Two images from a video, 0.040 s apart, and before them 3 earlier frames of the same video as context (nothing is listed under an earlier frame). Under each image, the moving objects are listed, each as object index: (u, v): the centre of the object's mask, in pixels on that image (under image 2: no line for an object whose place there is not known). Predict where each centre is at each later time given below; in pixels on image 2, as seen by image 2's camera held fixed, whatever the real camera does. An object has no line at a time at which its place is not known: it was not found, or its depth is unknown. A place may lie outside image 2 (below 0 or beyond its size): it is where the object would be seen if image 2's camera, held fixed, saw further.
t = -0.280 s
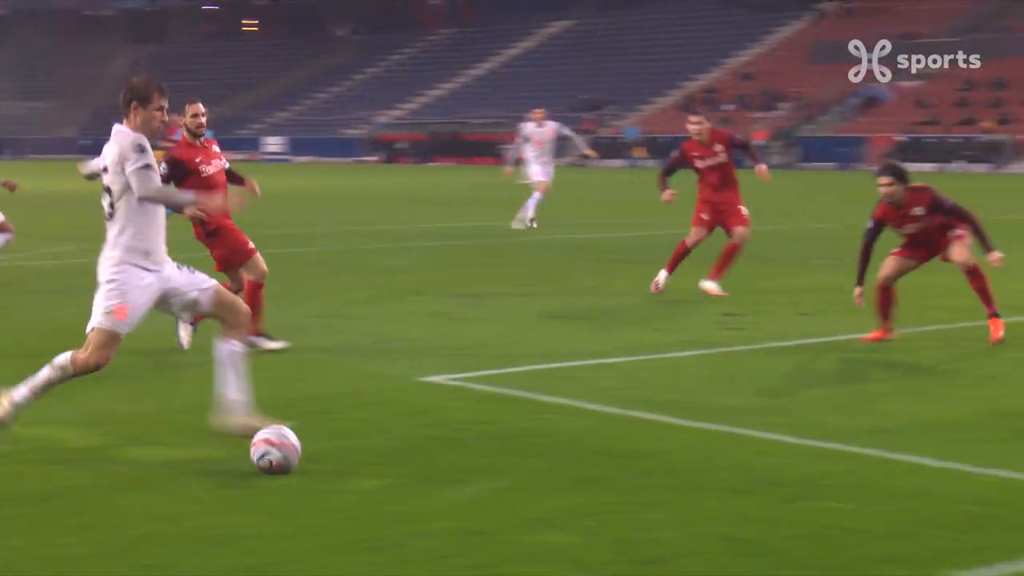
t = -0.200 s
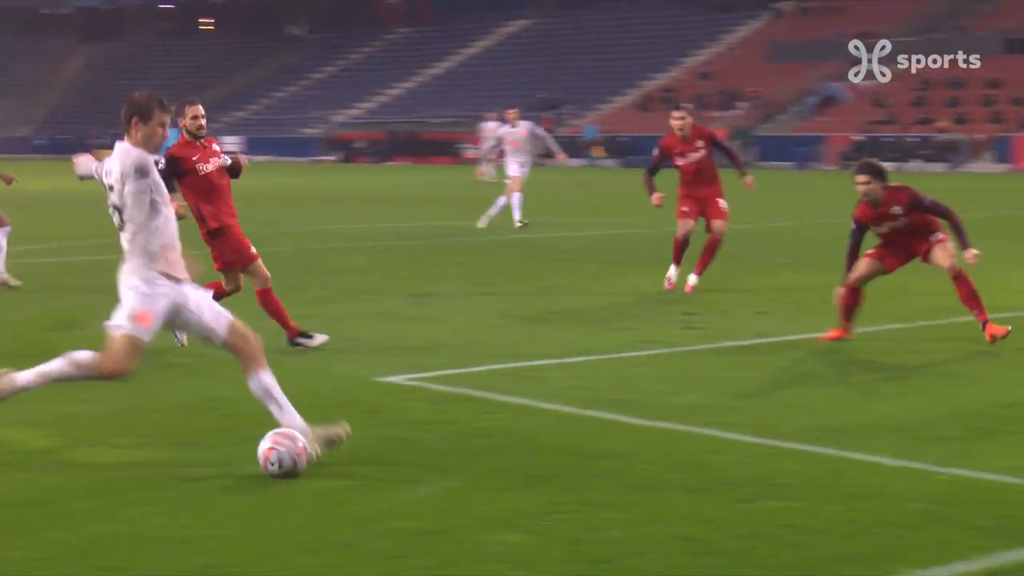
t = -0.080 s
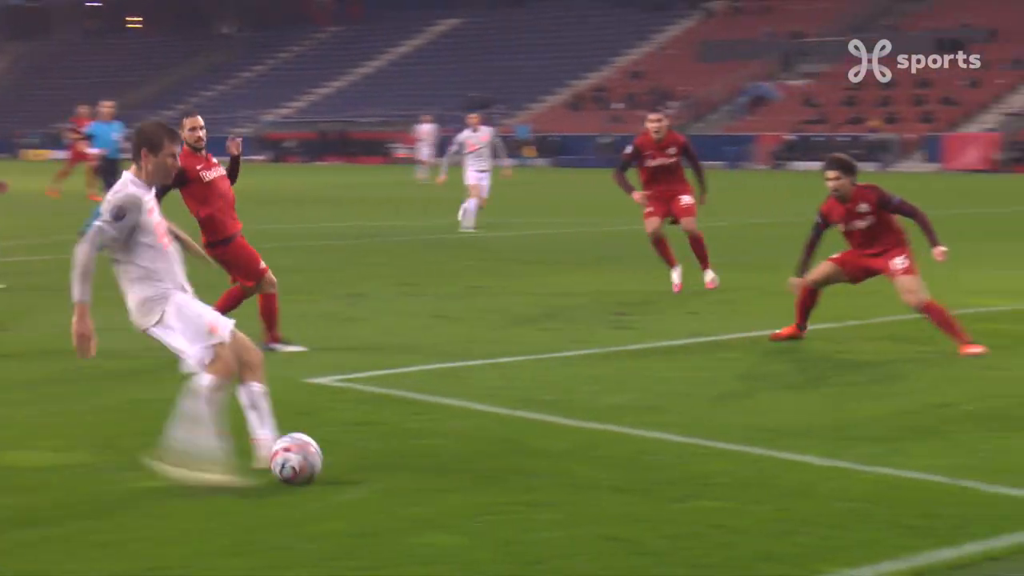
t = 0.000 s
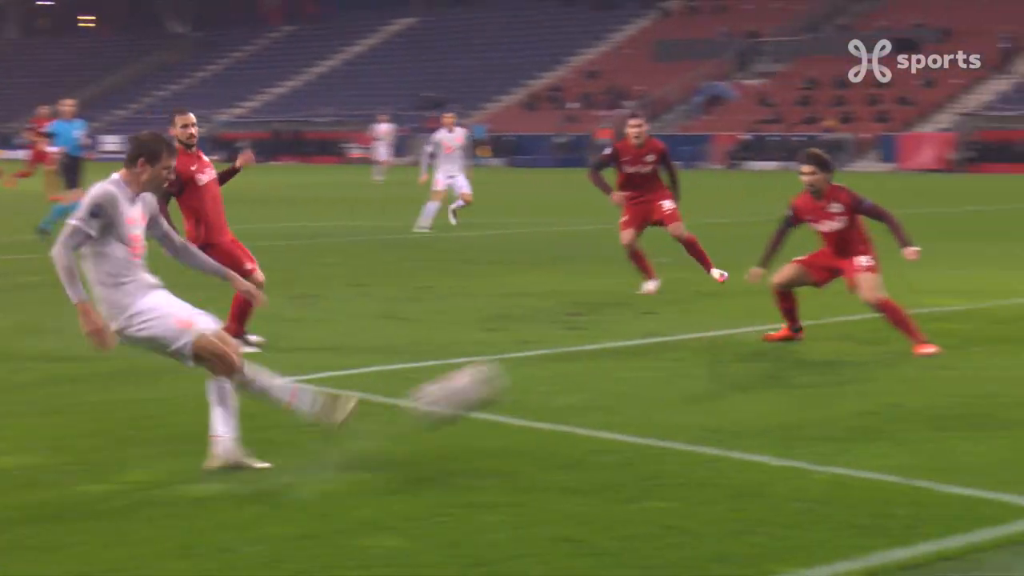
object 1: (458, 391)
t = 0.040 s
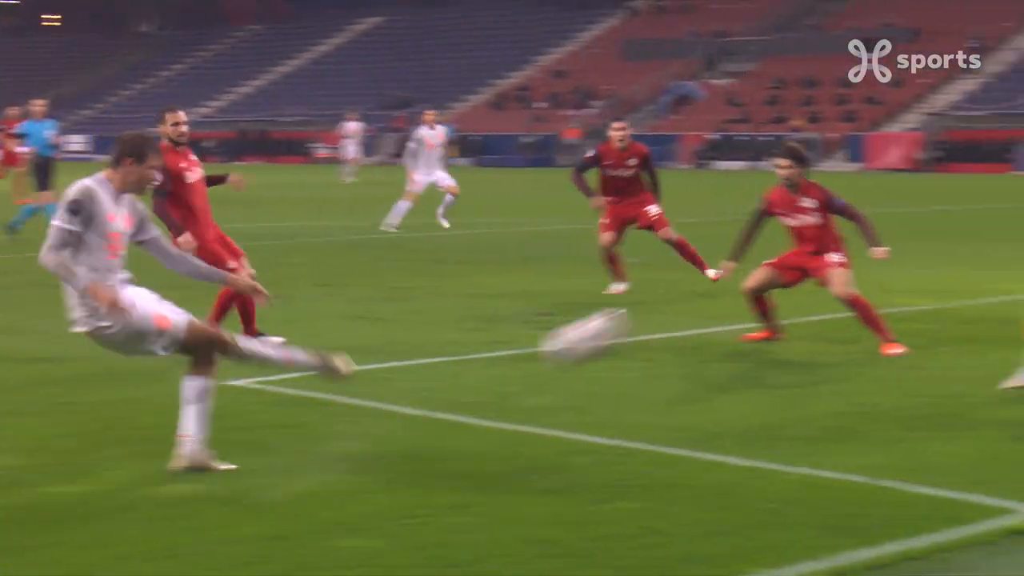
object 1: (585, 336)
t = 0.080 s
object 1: (662, 313)
